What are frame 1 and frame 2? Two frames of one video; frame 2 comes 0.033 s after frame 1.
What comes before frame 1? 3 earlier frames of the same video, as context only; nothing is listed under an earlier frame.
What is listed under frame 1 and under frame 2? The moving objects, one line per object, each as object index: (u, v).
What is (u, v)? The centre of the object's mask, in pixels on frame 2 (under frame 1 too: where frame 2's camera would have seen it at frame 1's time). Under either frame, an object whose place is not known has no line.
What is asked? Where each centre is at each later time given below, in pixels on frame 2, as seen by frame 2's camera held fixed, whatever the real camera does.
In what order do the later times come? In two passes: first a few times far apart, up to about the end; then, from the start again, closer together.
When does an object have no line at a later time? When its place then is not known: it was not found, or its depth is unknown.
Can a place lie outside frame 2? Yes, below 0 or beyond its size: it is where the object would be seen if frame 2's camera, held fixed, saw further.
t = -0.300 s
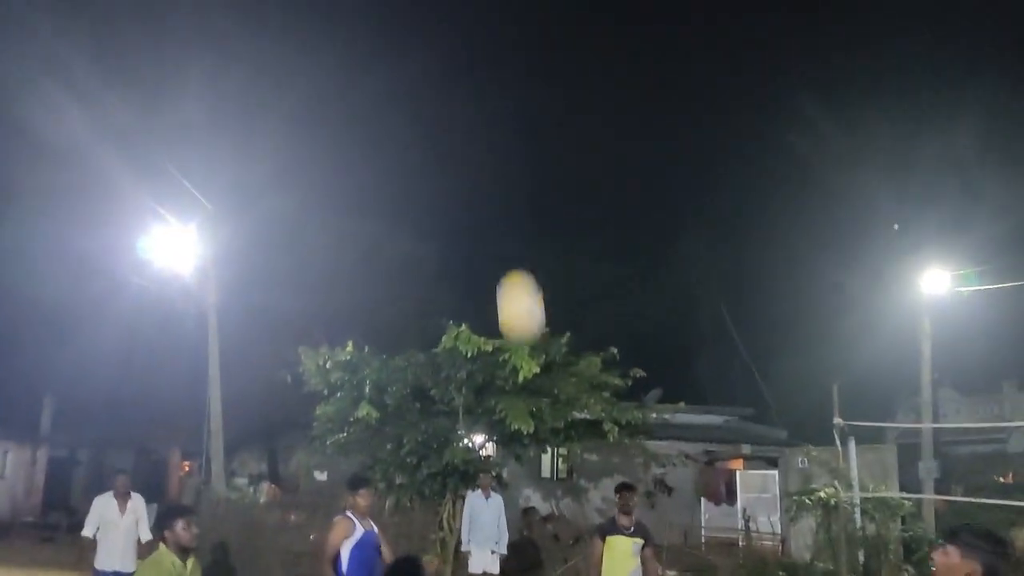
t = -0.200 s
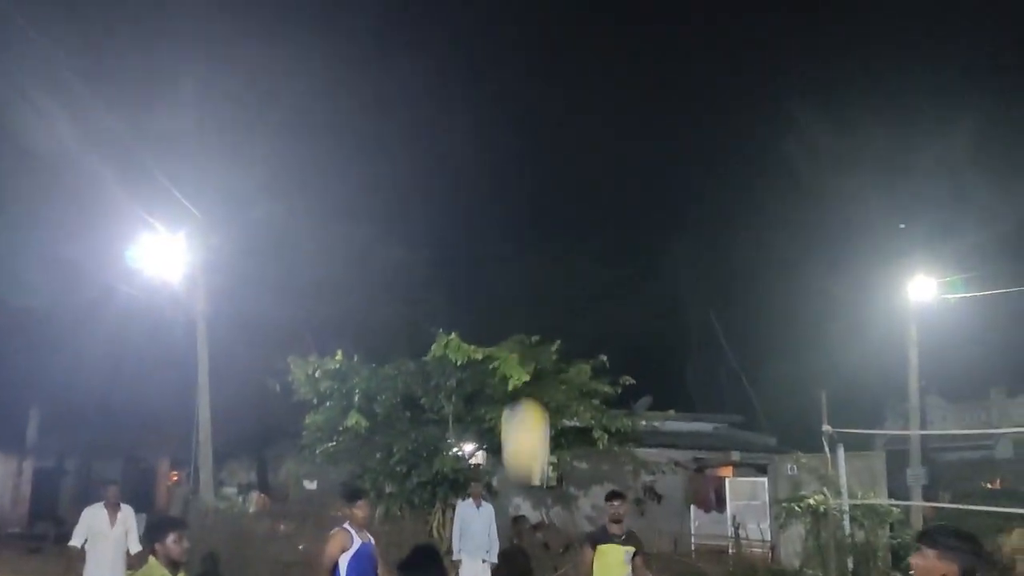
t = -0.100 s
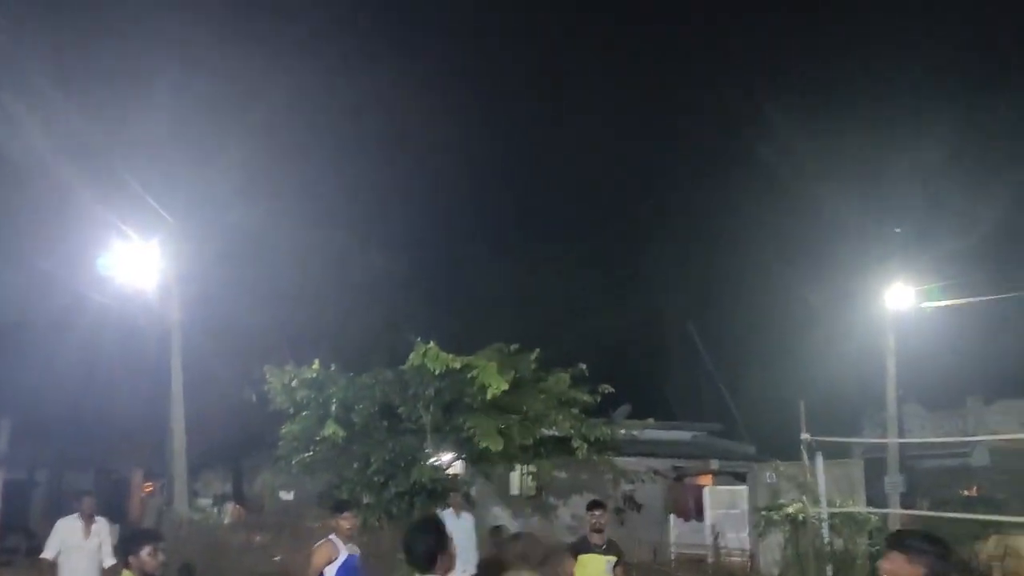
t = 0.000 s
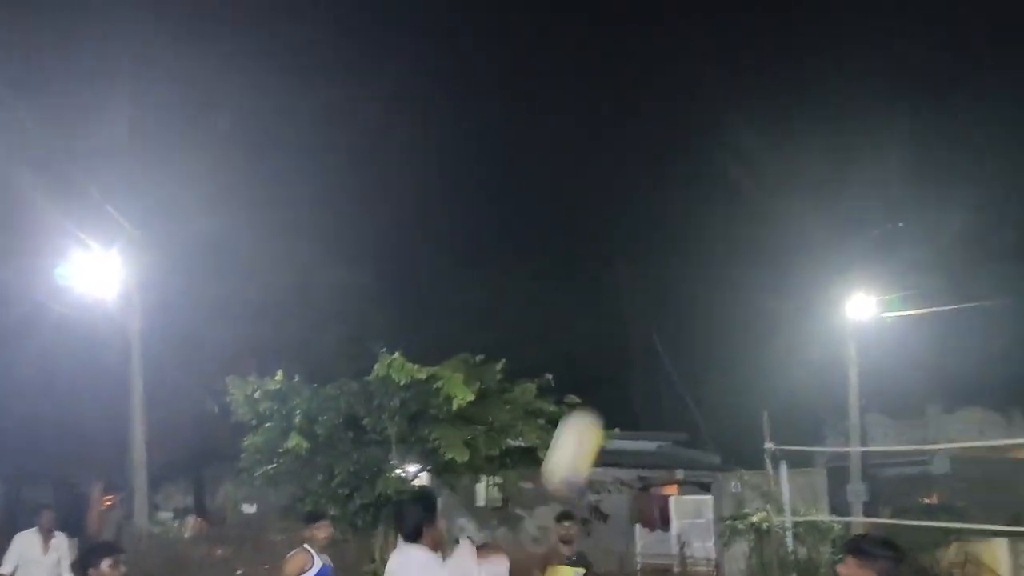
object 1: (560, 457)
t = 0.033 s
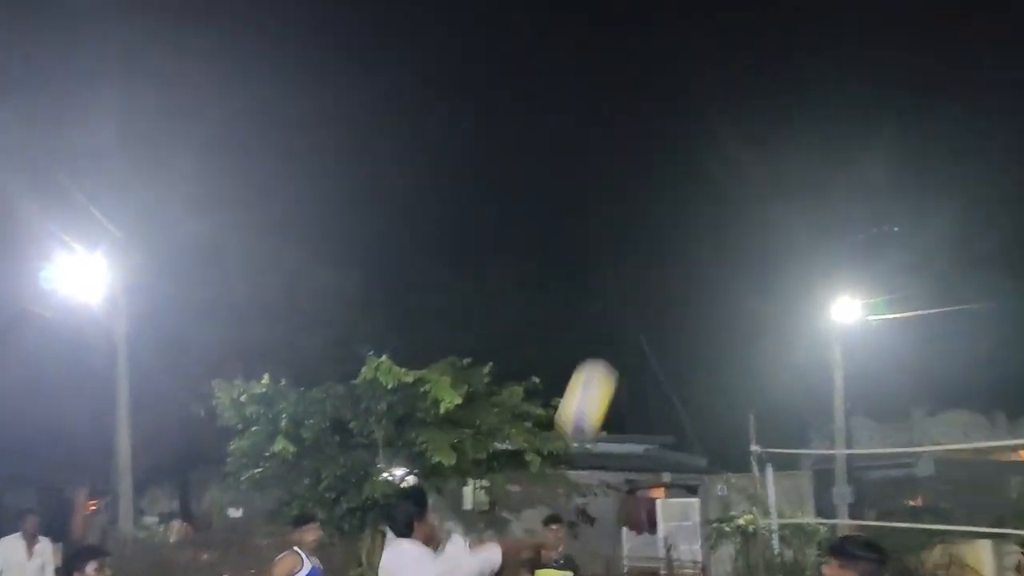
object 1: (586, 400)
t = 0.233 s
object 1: (722, 174)
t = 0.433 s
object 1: (819, 66)
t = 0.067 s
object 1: (612, 351)
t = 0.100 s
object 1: (636, 308)
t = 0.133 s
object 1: (659, 269)
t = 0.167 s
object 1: (680, 234)
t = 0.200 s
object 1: (702, 202)
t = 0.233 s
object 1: (722, 174)
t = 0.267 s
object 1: (740, 149)
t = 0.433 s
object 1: (819, 66)
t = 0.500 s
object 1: (847, 48)
